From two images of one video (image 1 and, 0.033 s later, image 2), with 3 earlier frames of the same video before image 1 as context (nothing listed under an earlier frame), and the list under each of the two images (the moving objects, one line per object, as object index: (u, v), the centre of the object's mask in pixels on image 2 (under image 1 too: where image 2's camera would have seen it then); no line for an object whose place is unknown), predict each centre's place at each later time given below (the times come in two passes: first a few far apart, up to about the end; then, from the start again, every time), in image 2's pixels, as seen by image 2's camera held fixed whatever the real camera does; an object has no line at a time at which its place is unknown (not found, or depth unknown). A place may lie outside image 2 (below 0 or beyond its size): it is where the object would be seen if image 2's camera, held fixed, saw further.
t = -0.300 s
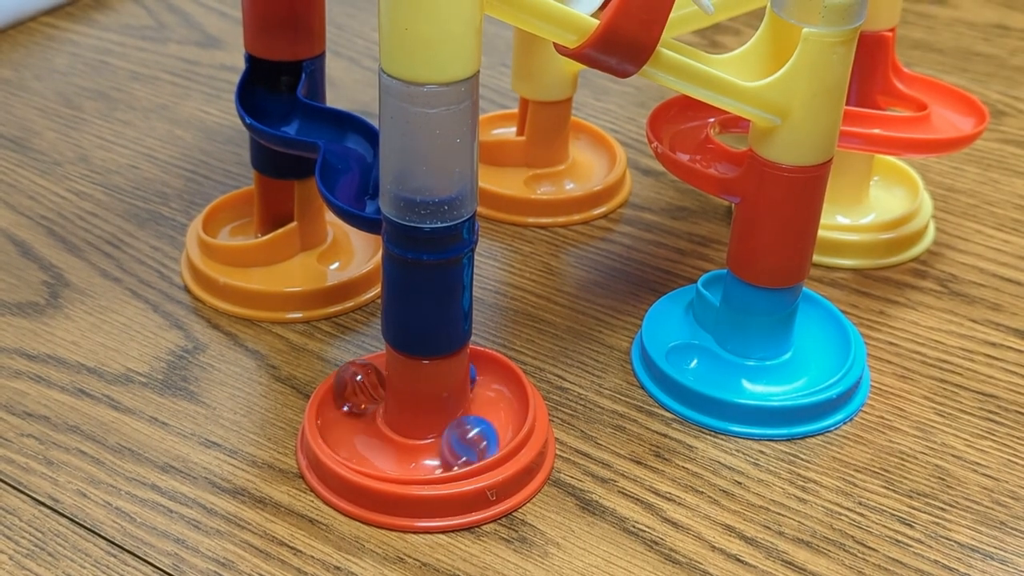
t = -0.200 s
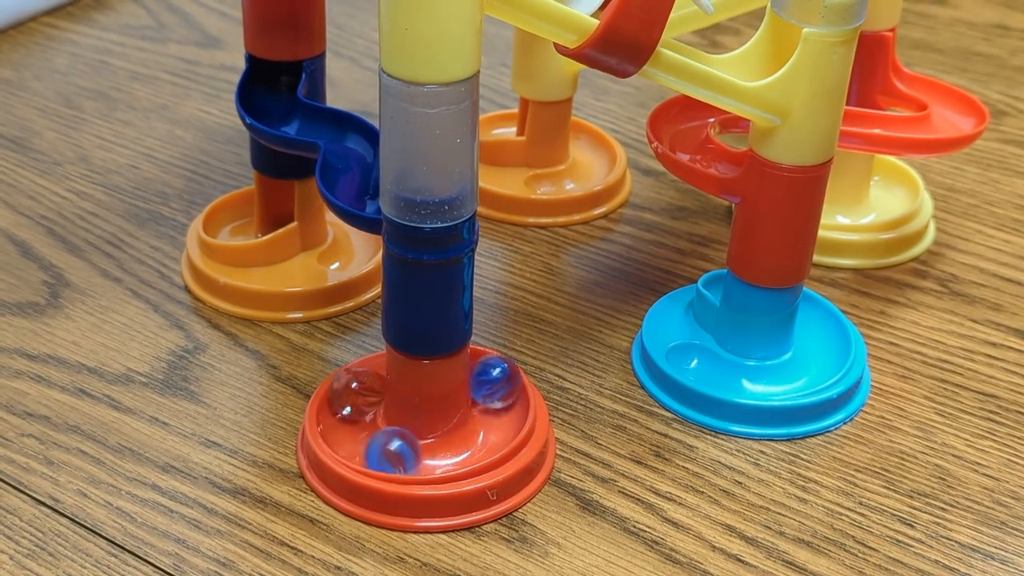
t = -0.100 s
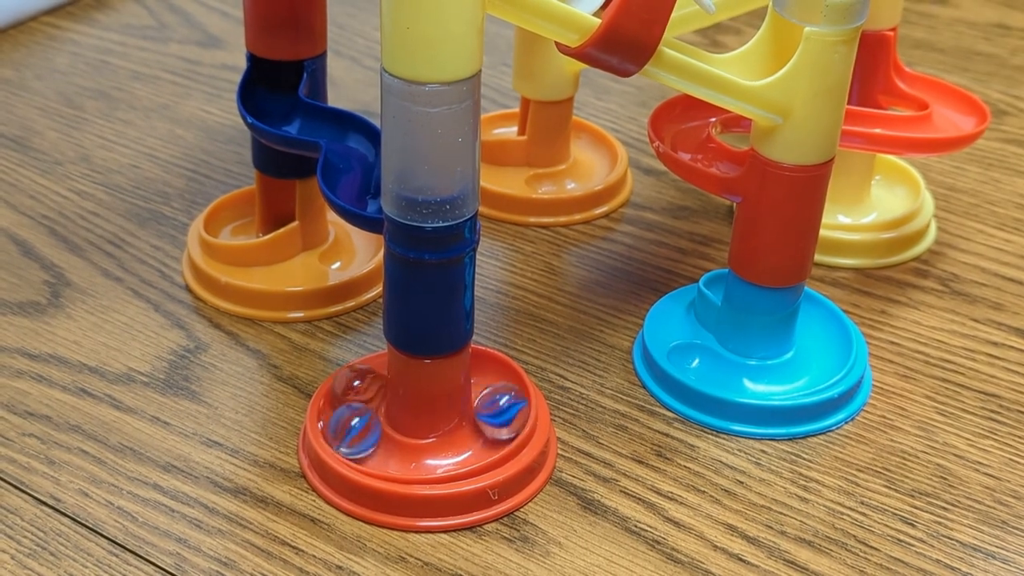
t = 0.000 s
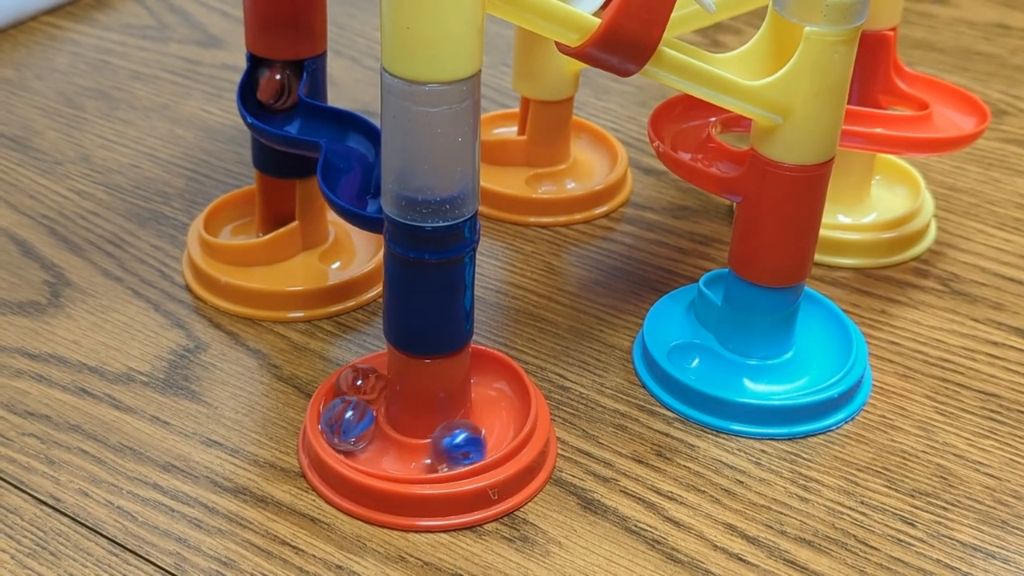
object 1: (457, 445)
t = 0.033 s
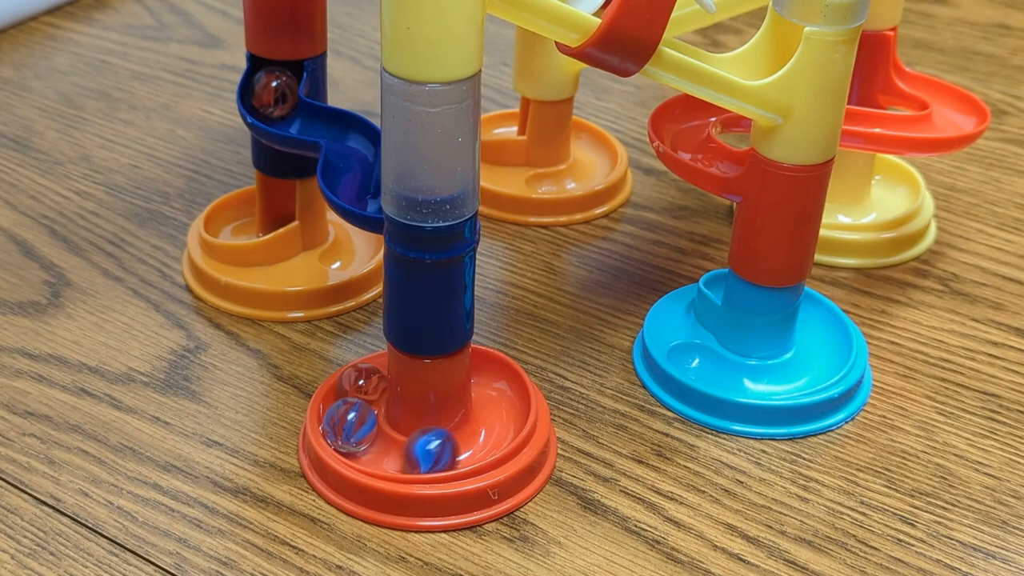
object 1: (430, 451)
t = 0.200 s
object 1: (375, 444)
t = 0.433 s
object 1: (395, 450)
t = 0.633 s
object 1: (404, 451)
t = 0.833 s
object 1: (394, 450)
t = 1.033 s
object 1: (376, 446)
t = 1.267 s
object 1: (371, 444)
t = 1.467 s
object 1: (371, 444)
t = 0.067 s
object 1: (402, 451)
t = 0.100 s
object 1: (387, 449)
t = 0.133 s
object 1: (381, 447)
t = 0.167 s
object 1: (374, 444)
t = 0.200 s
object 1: (375, 444)
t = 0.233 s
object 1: (378, 445)
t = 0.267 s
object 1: (380, 446)
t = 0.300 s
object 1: (382, 447)
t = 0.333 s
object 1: (386, 448)
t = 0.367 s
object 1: (388, 449)
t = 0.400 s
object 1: (392, 450)
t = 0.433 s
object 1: (395, 450)
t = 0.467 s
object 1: (397, 451)
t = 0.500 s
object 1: (400, 451)
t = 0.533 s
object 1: (402, 451)
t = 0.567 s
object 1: (403, 451)
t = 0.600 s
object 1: (403, 451)
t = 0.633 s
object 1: (404, 451)
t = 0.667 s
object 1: (403, 451)
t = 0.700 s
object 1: (402, 451)
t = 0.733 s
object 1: (400, 451)
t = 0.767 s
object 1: (398, 451)
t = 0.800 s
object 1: (395, 451)
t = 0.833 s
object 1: (394, 450)
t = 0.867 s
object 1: (391, 450)
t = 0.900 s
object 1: (389, 450)
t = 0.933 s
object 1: (387, 449)
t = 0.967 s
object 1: (385, 449)
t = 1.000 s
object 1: (384, 449)
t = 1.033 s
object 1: (376, 446)
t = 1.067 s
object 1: (371, 443)
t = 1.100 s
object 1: (369, 443)
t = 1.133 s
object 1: (370, 443)
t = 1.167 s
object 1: (371, 443)
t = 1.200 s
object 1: (371, 444)
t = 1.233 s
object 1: (371, 444)
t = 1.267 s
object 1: (371, 444)
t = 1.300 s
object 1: (371, 444)
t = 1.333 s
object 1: (371, 444)
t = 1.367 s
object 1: (371, 444)
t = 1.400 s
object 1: (371, 444)
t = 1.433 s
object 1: (371, 444)
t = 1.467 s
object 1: (371, 444)
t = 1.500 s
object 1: (371, 444)
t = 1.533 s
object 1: (371, 444)
